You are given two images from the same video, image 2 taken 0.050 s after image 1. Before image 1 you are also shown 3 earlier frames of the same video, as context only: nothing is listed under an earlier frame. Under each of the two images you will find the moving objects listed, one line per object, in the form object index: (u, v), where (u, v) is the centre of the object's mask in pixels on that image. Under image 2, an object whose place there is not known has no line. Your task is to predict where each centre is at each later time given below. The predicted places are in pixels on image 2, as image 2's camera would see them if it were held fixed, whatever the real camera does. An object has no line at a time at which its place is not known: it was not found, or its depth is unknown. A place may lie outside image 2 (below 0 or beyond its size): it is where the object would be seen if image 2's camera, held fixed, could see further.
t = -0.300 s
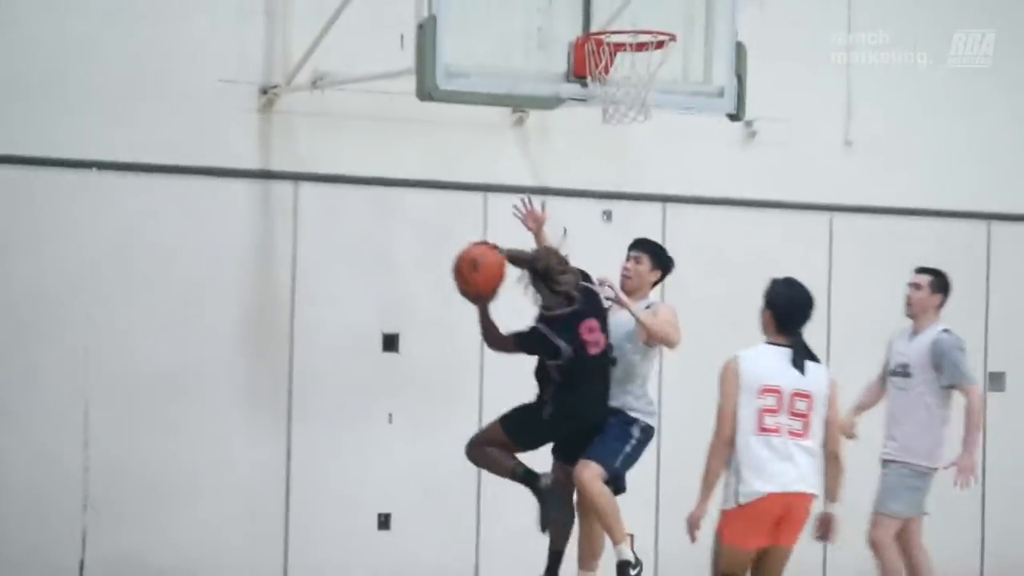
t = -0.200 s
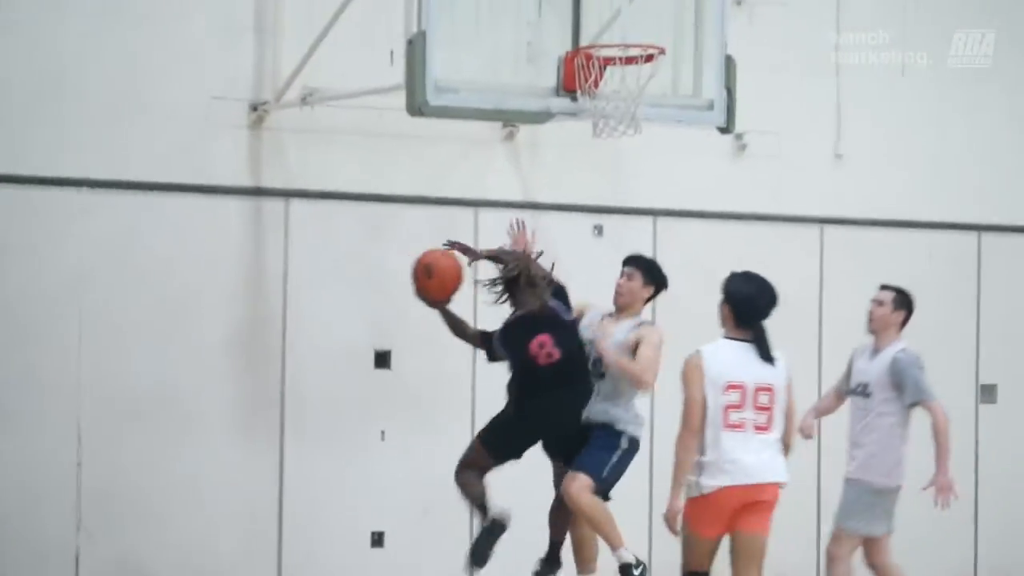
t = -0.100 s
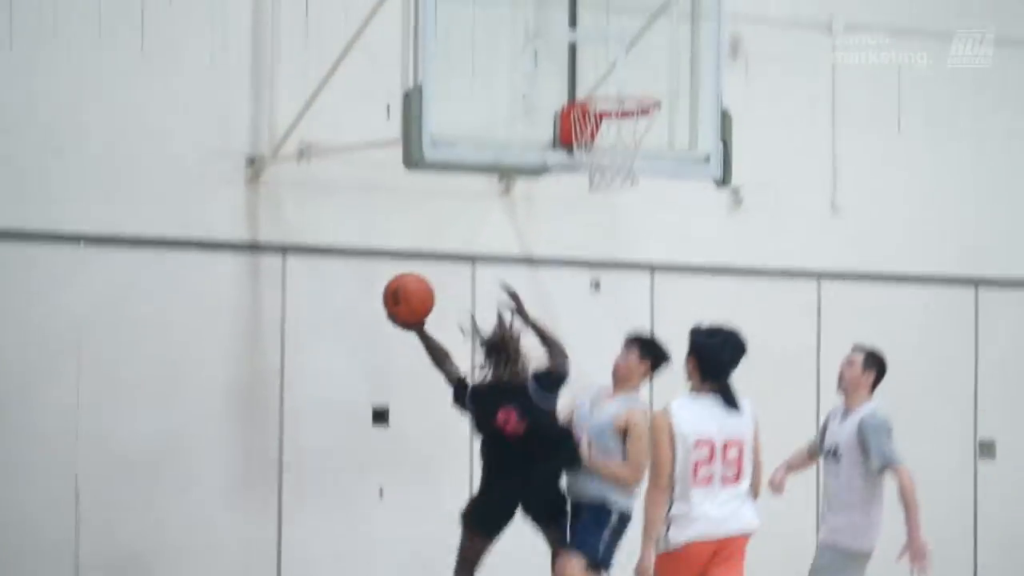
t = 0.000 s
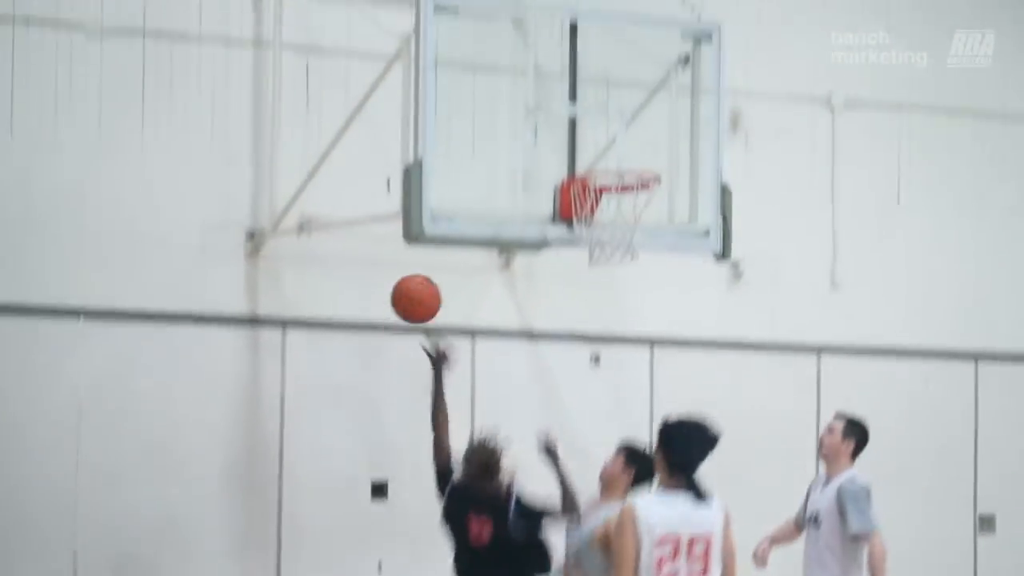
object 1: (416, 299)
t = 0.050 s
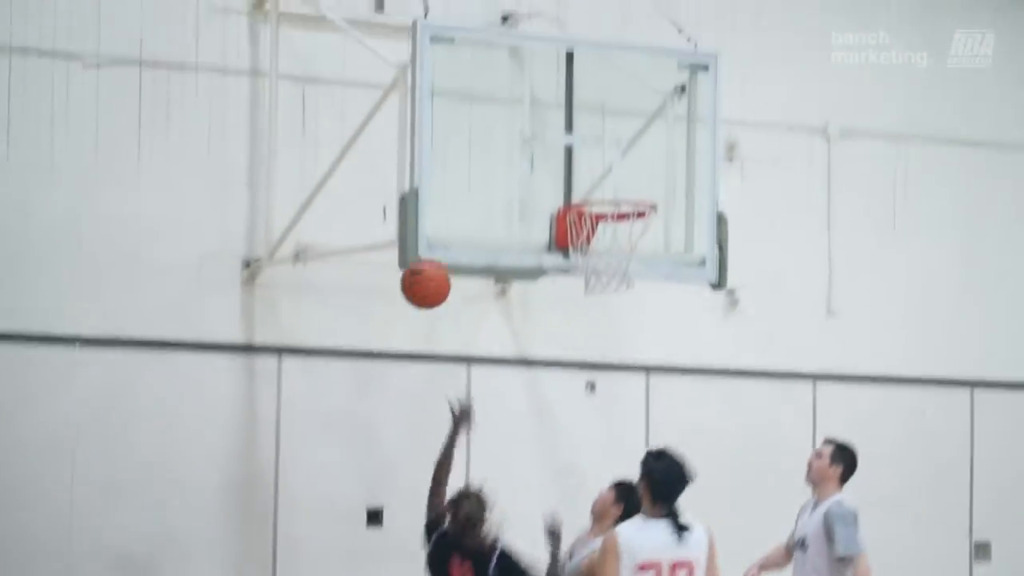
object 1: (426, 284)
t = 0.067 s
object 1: (429, 271)
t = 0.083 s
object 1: (434, 258)
